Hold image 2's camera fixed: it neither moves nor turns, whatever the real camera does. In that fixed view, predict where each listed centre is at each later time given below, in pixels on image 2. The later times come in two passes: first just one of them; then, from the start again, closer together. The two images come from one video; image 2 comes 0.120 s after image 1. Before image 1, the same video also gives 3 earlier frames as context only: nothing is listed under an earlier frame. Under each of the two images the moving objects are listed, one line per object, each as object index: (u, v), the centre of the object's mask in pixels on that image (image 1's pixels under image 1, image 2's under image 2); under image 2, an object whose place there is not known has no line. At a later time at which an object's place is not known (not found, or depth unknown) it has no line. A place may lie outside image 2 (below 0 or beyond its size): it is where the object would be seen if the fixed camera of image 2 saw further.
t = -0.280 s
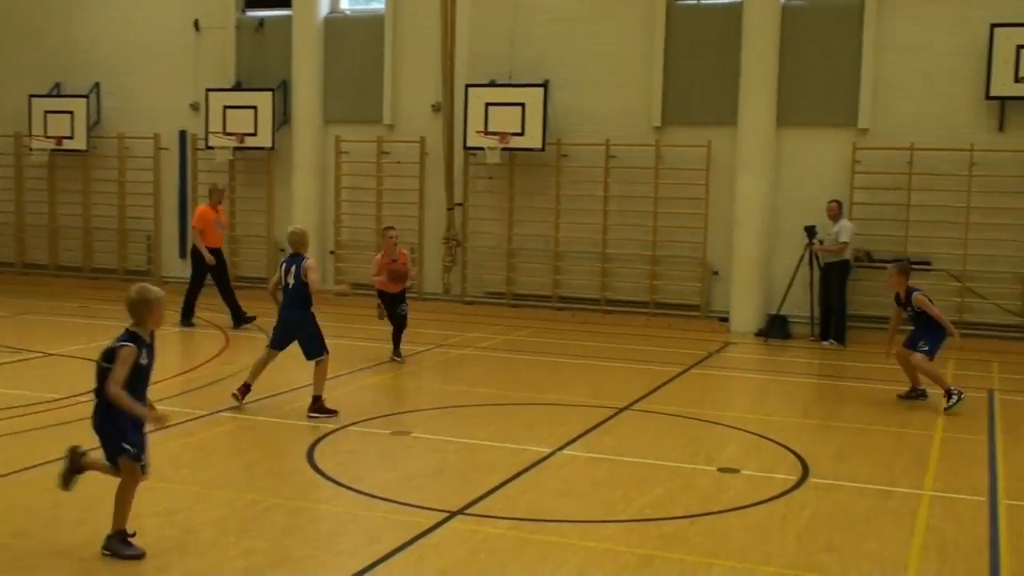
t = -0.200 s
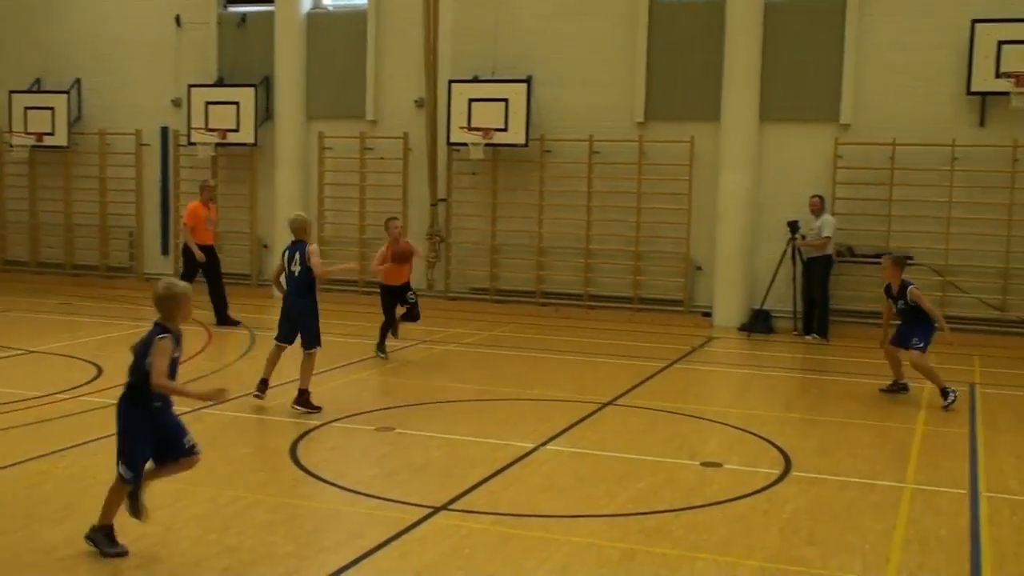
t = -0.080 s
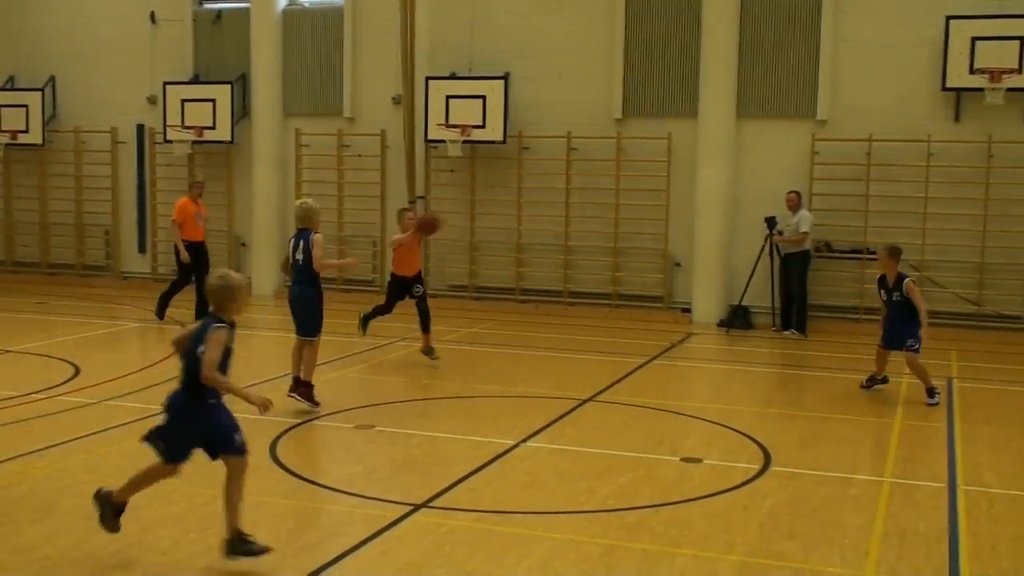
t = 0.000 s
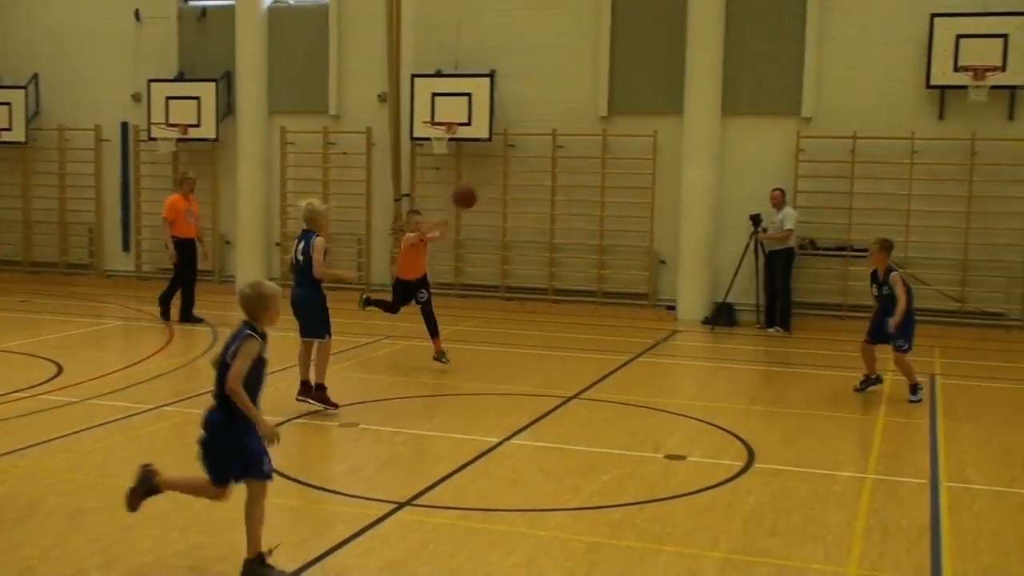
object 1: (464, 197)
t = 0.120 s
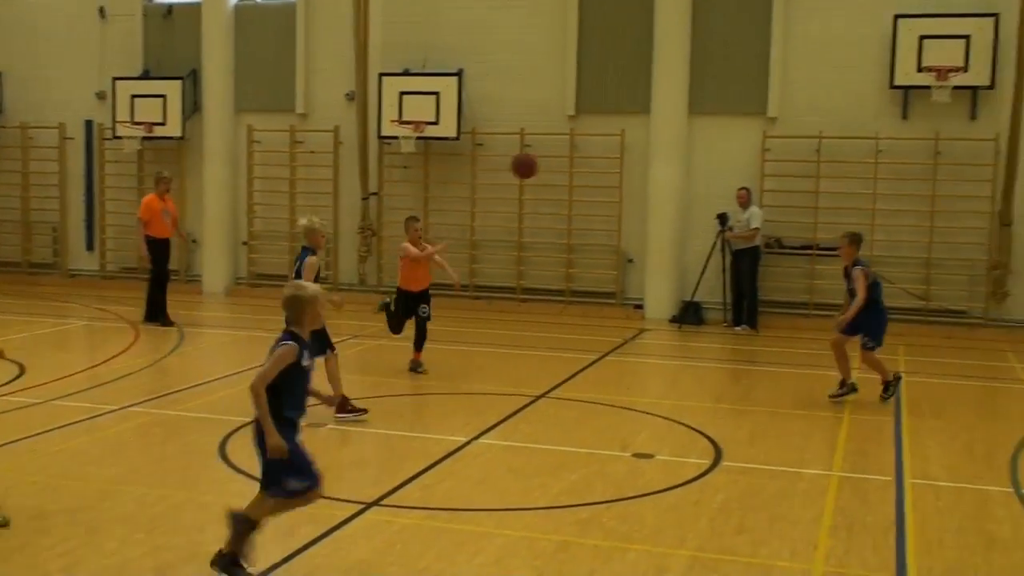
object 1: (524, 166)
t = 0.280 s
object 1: (674, 144)
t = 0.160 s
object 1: (558, 158)
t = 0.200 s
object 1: (595, 152)
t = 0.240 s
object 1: (633, 147)
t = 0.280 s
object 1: (674, 144)
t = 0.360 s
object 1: (764, 146)
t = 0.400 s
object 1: (814, 150)
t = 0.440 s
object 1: (868, 157)
